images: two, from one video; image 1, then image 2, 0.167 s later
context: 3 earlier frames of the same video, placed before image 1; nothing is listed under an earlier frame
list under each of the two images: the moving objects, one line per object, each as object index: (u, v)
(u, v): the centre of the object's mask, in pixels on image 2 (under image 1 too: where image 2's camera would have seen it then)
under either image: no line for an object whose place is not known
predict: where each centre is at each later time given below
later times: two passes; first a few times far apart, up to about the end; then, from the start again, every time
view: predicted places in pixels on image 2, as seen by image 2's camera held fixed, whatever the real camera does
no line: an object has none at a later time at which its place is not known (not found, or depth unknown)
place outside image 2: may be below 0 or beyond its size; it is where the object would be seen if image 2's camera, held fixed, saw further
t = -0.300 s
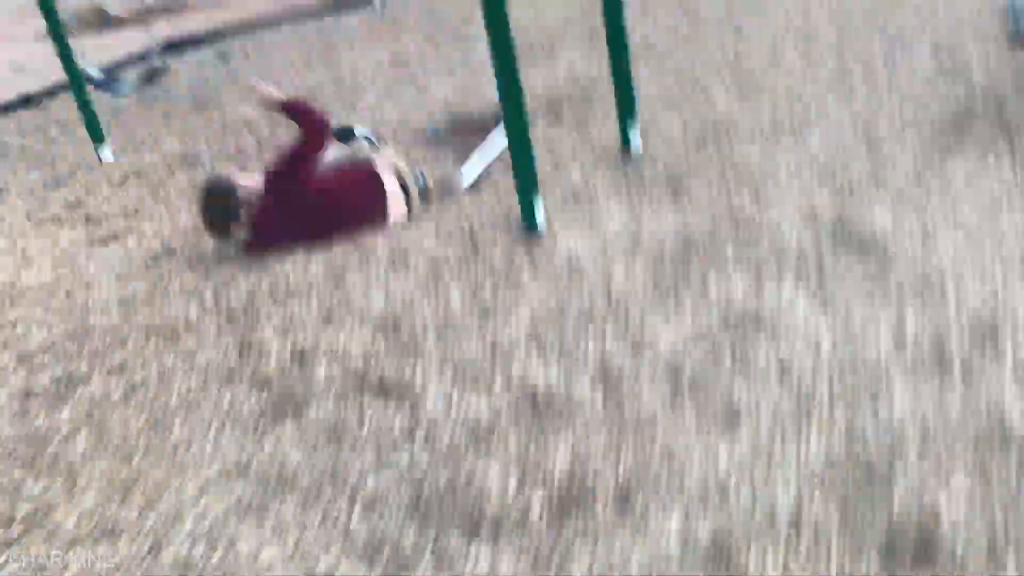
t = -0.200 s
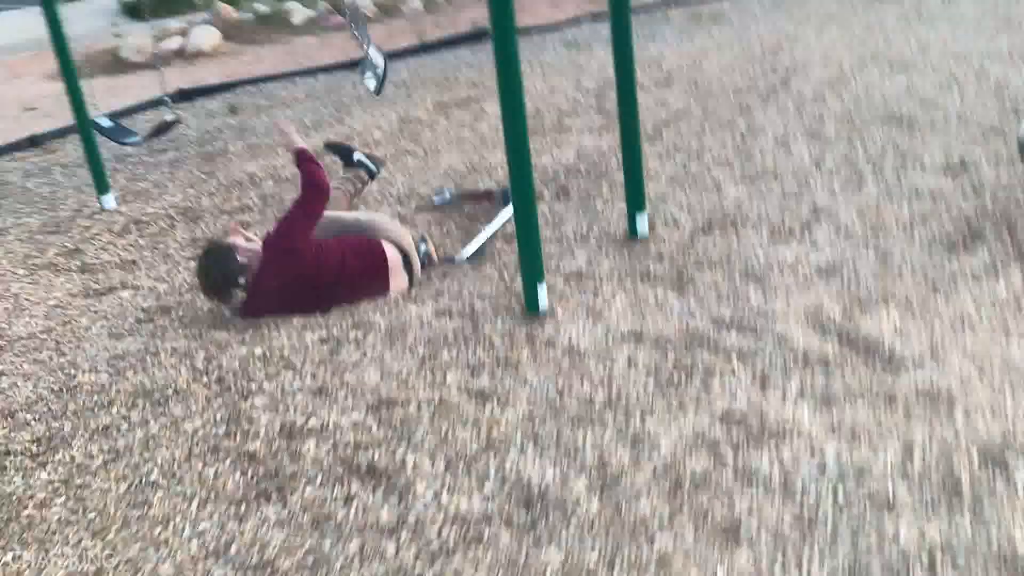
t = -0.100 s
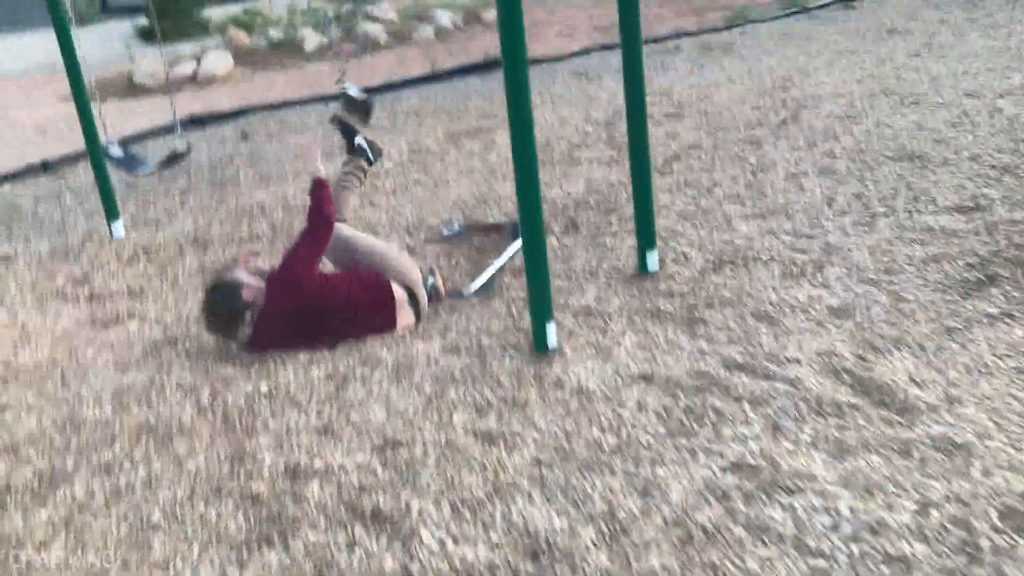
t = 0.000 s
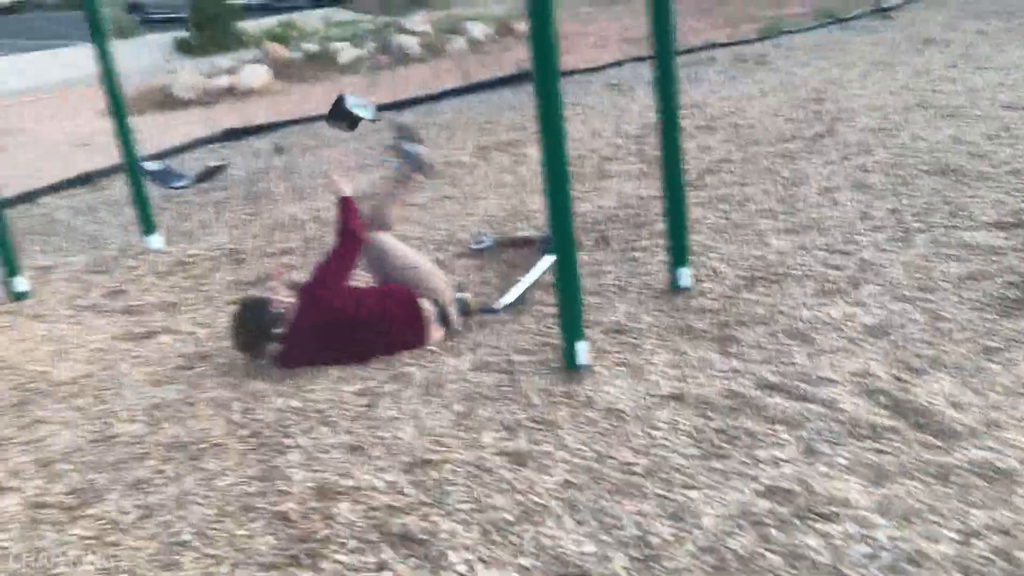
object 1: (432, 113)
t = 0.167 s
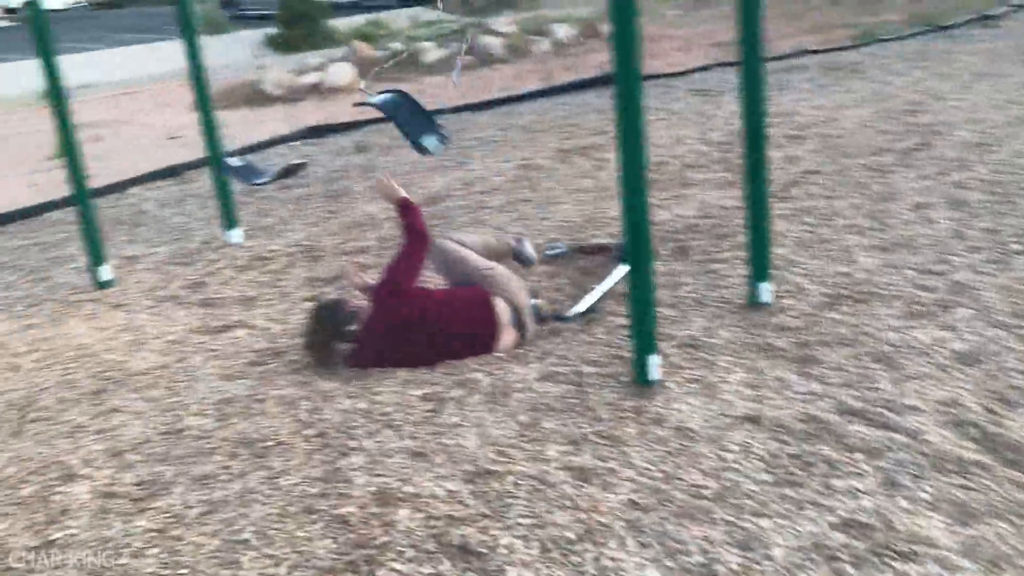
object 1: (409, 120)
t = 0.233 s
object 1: (394, 131)
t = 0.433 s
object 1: (384, 164)
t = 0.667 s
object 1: (383, 169)
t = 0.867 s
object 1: (422, 165)
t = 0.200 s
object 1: (402, 125)
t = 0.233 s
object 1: (394, 131)
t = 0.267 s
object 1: (389, 134)
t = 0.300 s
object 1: (385, 137)
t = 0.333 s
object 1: (387, 143)
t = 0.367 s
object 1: (384, 147)
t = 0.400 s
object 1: (381, 155)
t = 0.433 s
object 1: (384, 164)
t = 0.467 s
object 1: (388, 173)
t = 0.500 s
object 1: (376, 187)
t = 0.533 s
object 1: (367, 183)
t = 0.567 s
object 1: (373, 181)
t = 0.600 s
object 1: (376, 178)
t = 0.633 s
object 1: (378, 175)
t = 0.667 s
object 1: (383, 169)
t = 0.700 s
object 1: (387, 169)
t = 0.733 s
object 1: (390, 167)
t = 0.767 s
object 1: (399, 165)
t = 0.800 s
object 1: (409, 163)
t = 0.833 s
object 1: (424, 164)
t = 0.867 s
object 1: (422, 165)
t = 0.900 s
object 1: (427, 164)
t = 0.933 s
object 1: (441, 164)
